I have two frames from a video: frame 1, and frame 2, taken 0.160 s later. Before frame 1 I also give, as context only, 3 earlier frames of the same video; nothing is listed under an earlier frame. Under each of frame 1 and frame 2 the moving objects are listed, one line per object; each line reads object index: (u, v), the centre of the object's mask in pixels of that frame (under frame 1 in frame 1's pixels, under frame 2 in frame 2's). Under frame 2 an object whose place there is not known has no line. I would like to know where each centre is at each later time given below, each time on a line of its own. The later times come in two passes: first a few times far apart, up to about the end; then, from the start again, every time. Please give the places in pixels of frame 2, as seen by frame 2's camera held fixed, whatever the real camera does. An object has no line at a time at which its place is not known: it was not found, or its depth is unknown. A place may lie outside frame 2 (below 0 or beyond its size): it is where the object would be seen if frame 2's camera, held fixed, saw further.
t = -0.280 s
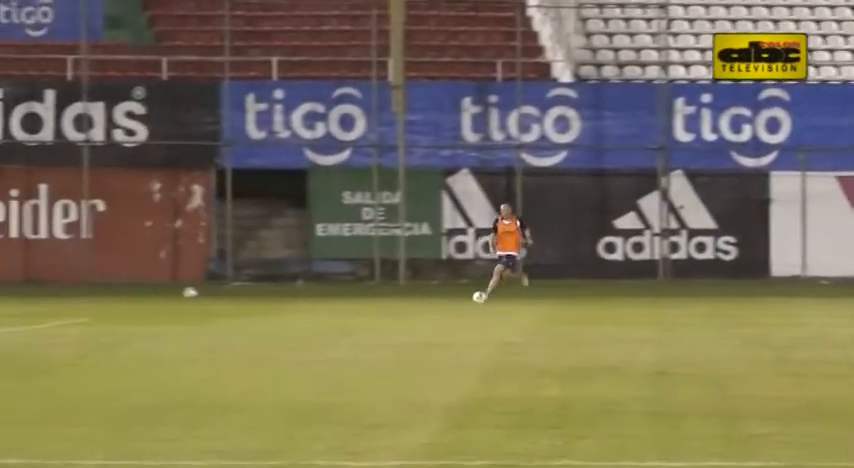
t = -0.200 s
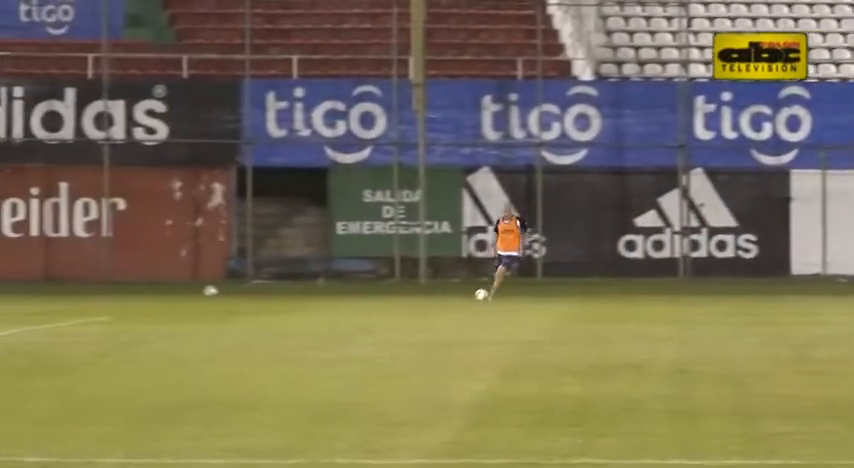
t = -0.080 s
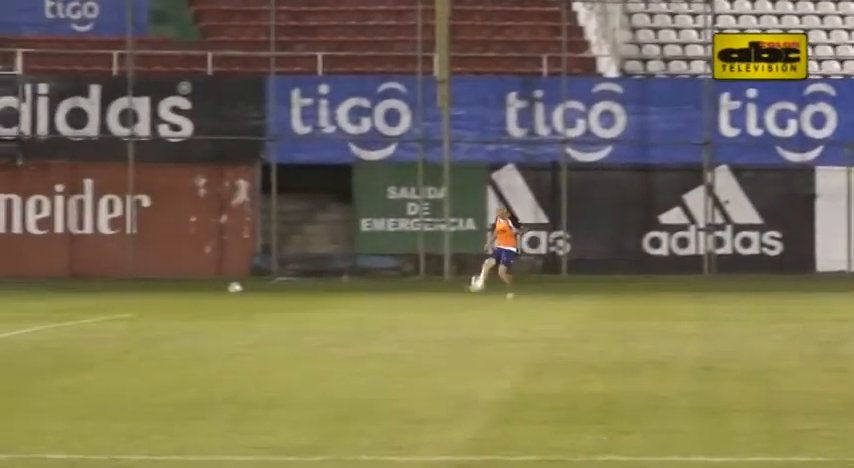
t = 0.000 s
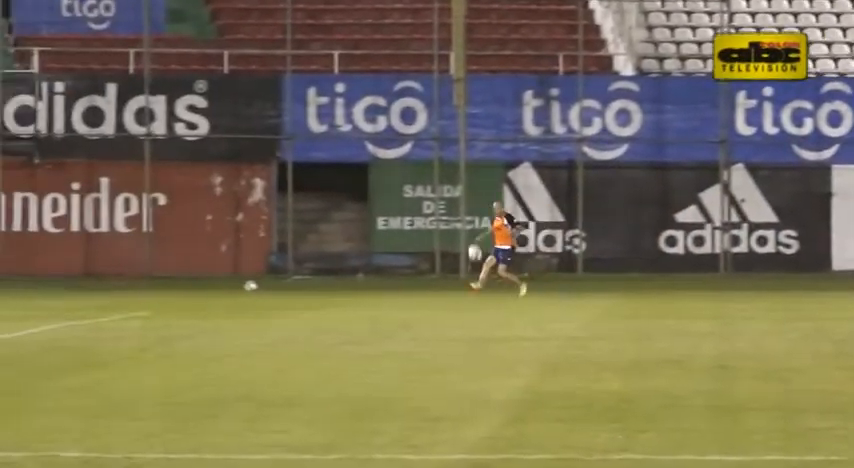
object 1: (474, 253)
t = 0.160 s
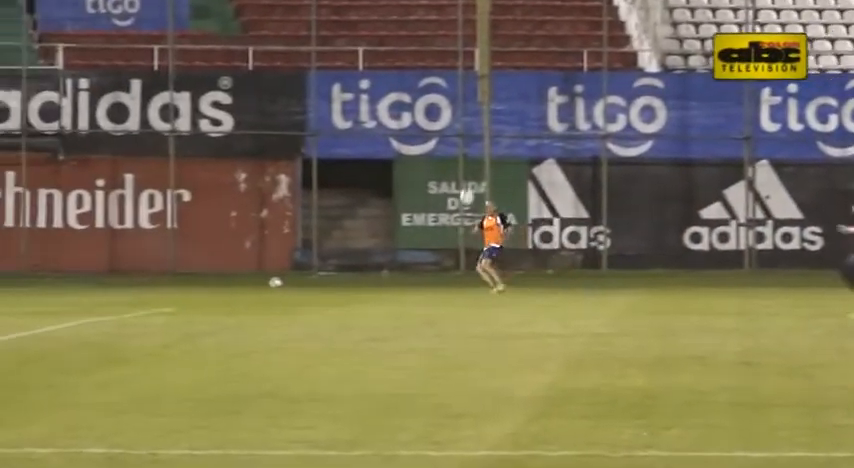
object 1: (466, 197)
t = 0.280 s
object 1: (450, 164)
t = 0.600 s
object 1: (431, 111)
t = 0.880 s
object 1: (441, 117)
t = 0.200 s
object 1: (460, 185)
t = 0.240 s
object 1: (455, 174)
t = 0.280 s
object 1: (450, 164)
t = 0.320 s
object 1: (446, 155)
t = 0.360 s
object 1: (442, 145)
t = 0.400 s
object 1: (439, 137)
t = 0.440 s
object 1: (435, 130)
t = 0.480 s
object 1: (433, 123)
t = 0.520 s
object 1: (432, 118)
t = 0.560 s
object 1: (432, 114)
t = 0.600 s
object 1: (431, 111)
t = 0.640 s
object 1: (431, 109)
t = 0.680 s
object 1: (431, 108)
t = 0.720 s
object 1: (432, 109)
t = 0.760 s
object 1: (433, 110)
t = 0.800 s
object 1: (434, 111)
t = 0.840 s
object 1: (437, 112)
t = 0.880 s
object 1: (441, 117)
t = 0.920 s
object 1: (447, 123)
